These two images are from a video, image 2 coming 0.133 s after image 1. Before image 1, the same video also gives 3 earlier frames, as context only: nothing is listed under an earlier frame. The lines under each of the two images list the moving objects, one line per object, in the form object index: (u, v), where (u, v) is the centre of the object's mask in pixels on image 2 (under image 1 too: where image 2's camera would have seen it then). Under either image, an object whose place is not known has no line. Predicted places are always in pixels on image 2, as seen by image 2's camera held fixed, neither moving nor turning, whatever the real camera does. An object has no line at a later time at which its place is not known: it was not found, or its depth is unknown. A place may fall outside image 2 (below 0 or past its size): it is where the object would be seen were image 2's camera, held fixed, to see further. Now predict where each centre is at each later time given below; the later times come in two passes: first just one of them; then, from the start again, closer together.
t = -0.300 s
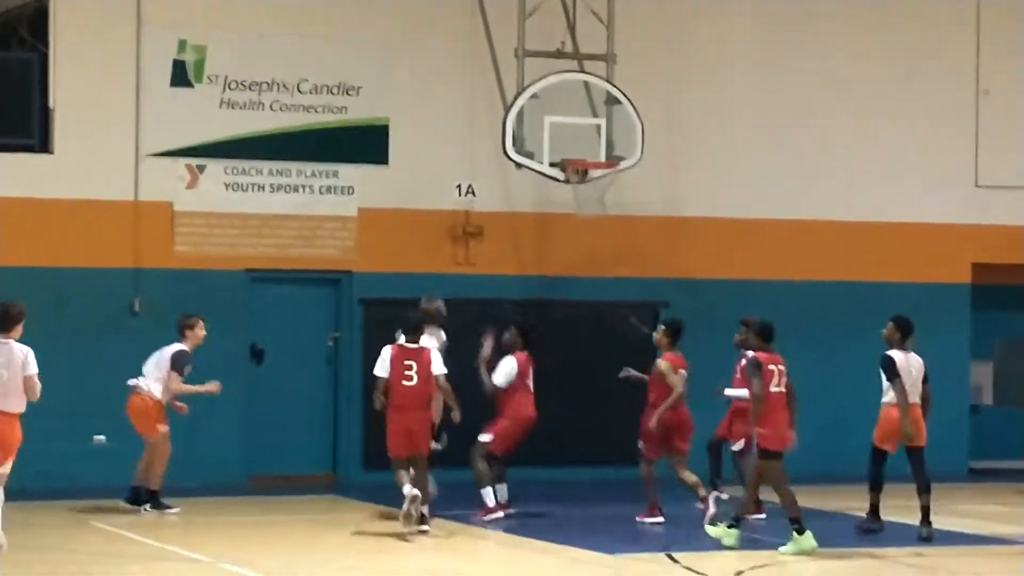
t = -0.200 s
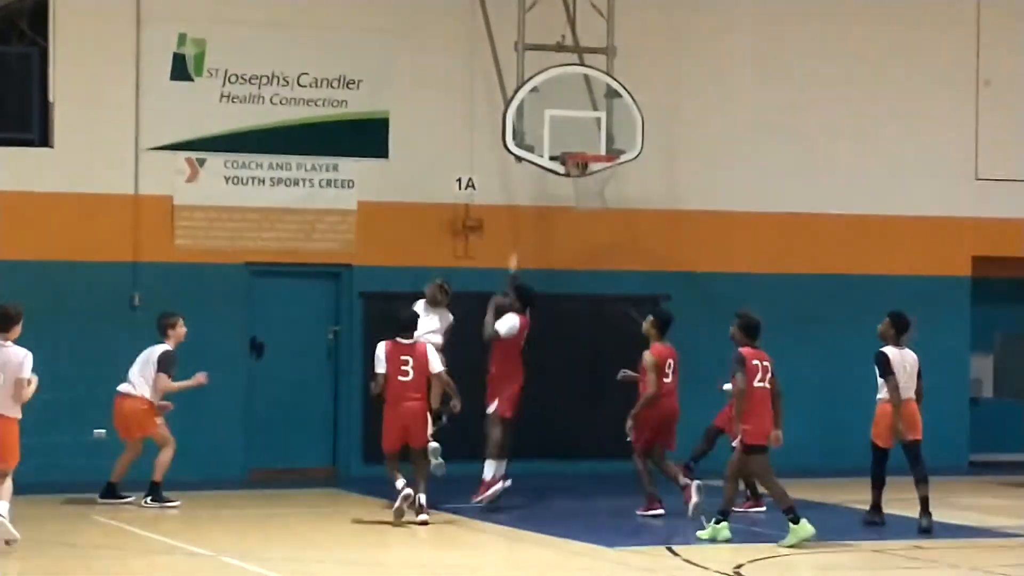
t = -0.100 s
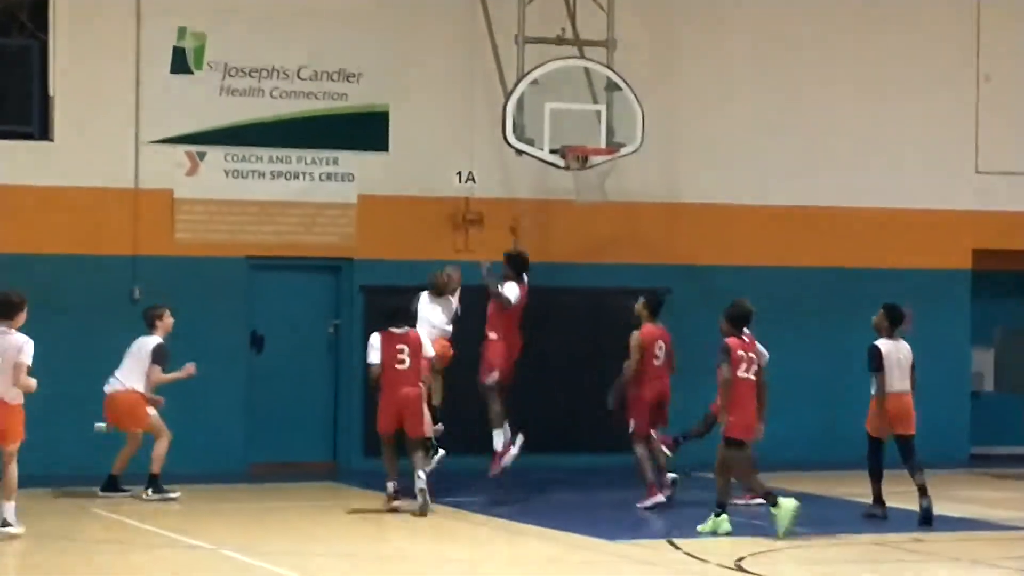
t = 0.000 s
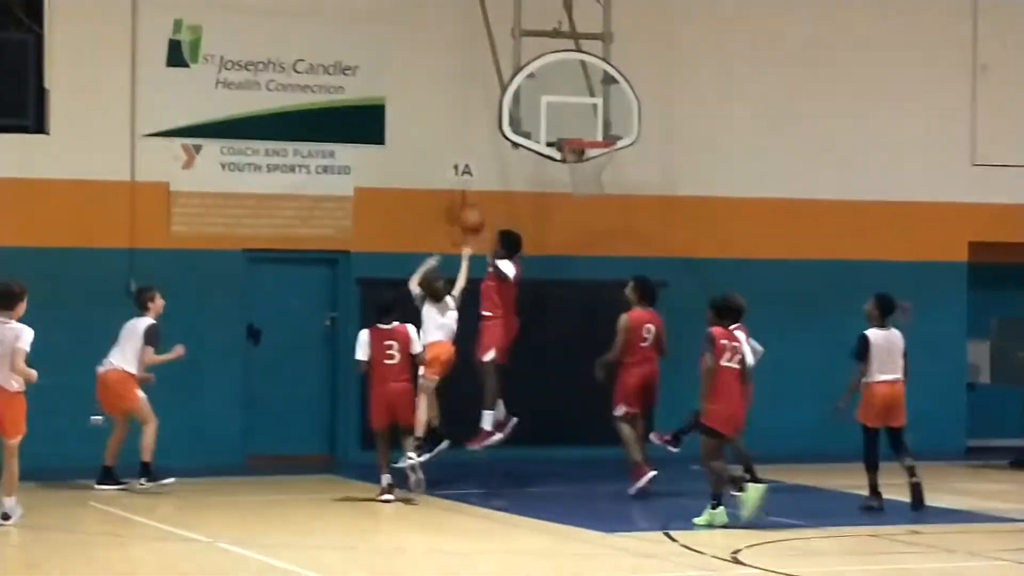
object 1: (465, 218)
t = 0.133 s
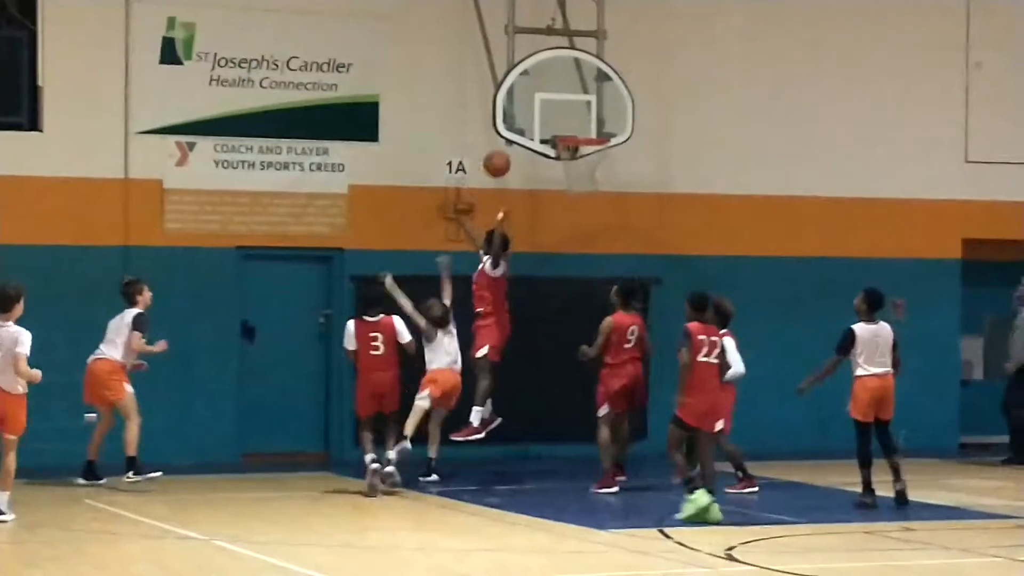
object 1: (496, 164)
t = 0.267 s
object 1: (527, 131)
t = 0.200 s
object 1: (512, 145)
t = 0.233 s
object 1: (520, 137)
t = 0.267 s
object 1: (527, 131)
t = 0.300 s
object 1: (535, 125)
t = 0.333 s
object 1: (543, 121)
